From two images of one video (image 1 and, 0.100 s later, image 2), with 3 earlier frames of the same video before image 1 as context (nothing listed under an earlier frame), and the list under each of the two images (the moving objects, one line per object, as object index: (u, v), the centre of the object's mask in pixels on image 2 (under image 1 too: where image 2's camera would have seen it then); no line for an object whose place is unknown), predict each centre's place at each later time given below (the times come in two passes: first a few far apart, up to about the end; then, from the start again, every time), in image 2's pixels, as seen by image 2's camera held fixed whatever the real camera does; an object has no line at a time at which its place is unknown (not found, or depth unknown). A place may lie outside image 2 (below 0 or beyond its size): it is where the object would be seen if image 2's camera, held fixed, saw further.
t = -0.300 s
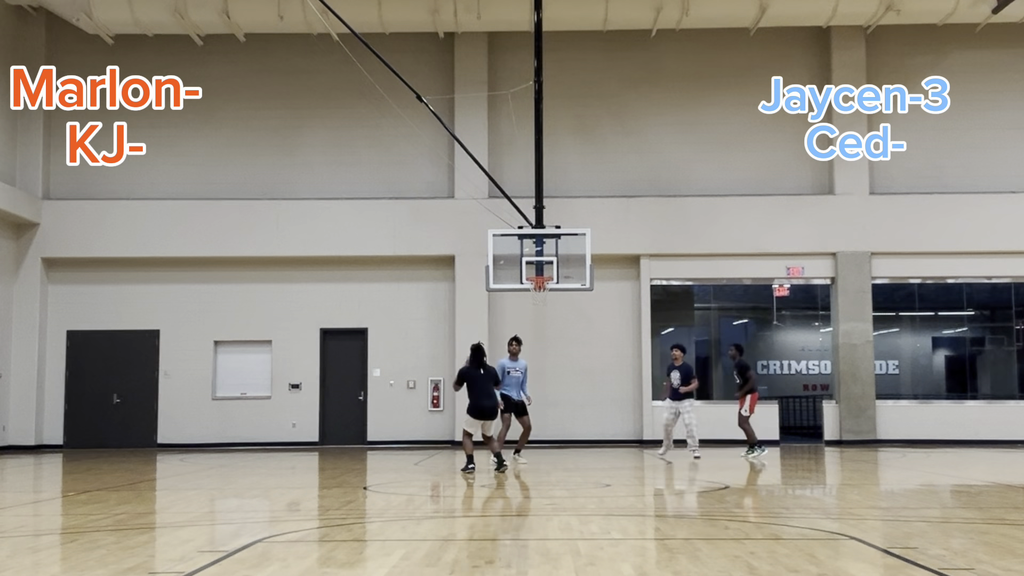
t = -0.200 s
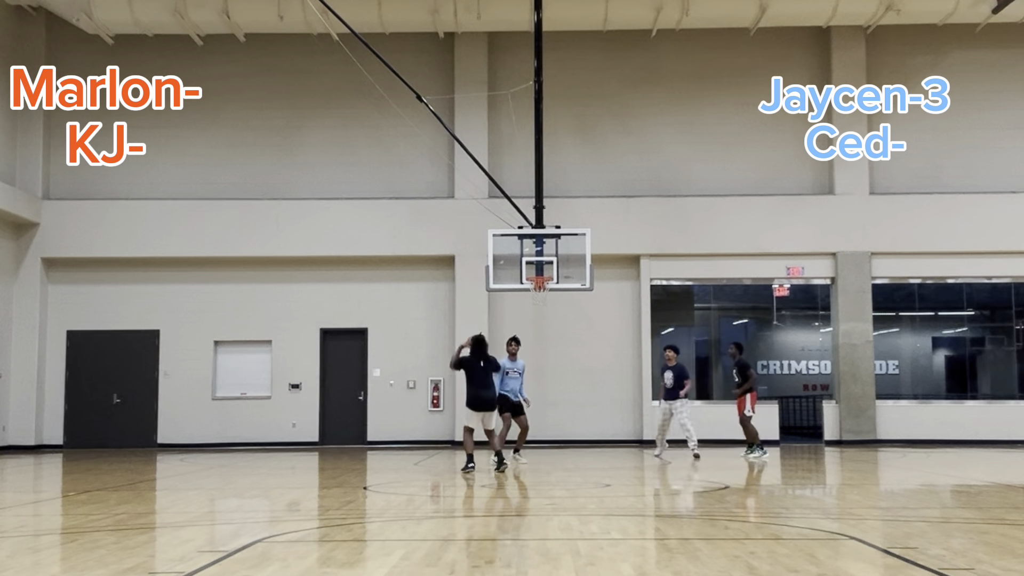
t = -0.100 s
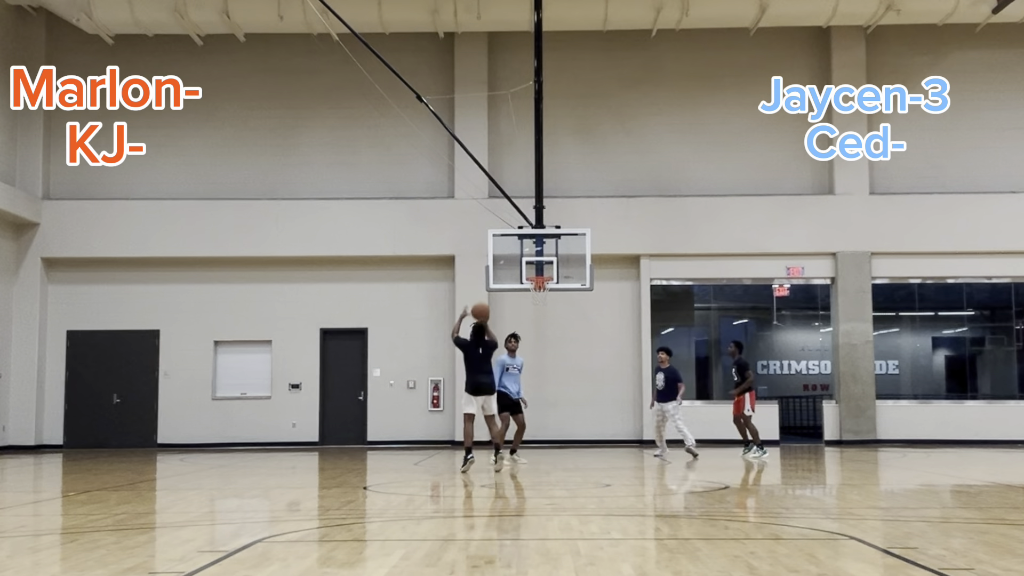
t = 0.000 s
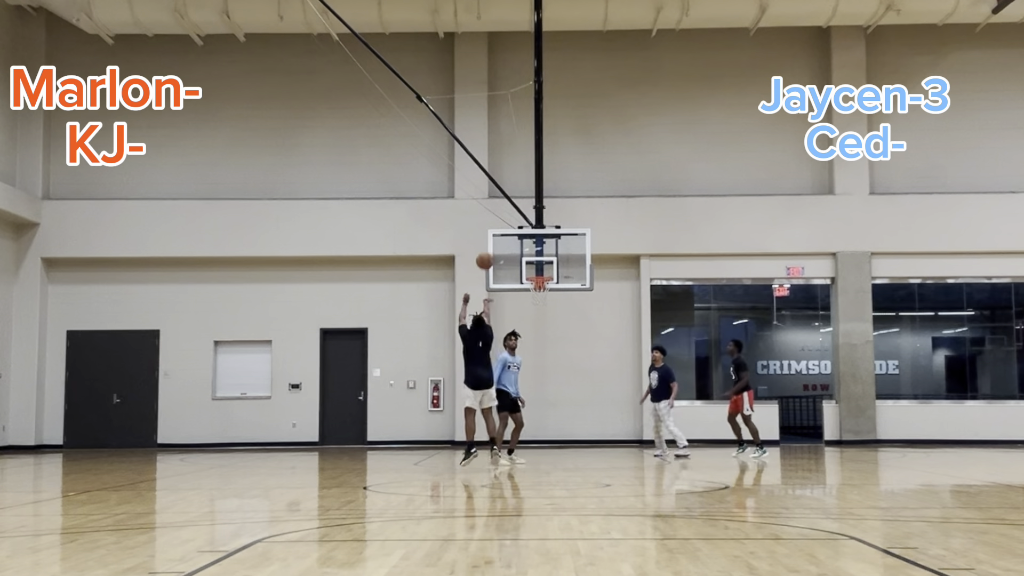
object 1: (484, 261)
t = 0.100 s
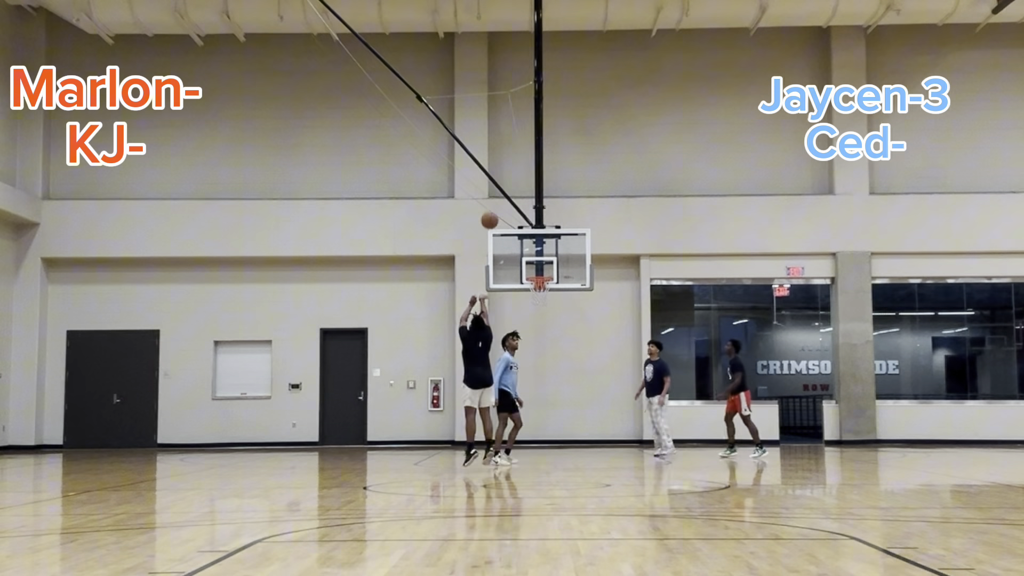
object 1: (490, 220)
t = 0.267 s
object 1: (497, 173)
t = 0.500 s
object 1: (507, 144)
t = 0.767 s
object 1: (517, 154)
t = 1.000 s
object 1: (525, 194)
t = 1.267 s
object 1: (533, 271)
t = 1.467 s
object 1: (544, 294)
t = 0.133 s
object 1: (491, 209)
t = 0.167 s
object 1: (493, 198)
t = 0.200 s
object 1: (494, 189)
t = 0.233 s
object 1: (496, 181)
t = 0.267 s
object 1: (497, 173)
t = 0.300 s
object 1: (498, 167)
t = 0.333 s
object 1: (500, 161)
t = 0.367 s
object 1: (501, 156)
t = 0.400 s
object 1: (503, 152)
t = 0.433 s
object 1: (504, 148)
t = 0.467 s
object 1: (505, 146)
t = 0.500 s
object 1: (507, 144)
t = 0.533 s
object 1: (508, 143)
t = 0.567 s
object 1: (509, 143)
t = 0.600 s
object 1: (511, 143)
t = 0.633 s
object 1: (512, 144)
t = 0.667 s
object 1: (513, 146)
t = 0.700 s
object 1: (515, 148)
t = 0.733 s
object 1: (516, 151)
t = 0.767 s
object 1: (517, 154)
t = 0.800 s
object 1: (518, 158)
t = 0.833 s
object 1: (519, 163)
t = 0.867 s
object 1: (521, 168)
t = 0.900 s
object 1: (522, 174)
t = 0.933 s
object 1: (523, 180)
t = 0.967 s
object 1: (524, 187)
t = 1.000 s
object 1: (525, 194)
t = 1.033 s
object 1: (526, 202)
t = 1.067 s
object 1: (527, 210)
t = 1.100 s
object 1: (528, 220)
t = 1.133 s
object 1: (529, 229)
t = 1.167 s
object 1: (530, 239)
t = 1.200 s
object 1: (531, 250)
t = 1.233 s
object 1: (532, 260)
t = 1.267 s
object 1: (533, 271)
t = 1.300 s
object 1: (534, 278)
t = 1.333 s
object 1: (538, 288)
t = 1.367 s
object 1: (539, 293)
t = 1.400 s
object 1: (541, 293)
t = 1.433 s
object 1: (543, 293)
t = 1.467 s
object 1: (544, 294)
